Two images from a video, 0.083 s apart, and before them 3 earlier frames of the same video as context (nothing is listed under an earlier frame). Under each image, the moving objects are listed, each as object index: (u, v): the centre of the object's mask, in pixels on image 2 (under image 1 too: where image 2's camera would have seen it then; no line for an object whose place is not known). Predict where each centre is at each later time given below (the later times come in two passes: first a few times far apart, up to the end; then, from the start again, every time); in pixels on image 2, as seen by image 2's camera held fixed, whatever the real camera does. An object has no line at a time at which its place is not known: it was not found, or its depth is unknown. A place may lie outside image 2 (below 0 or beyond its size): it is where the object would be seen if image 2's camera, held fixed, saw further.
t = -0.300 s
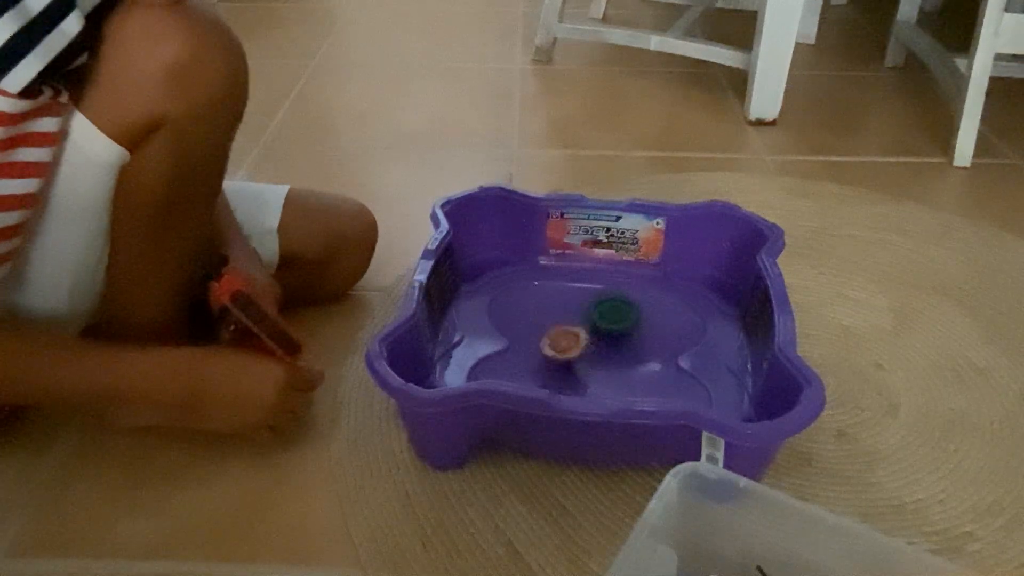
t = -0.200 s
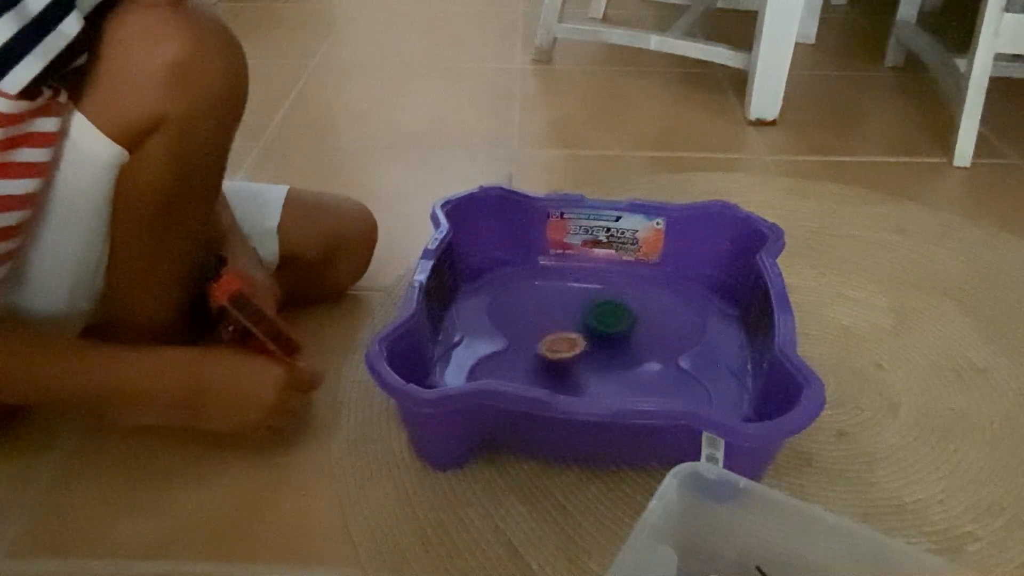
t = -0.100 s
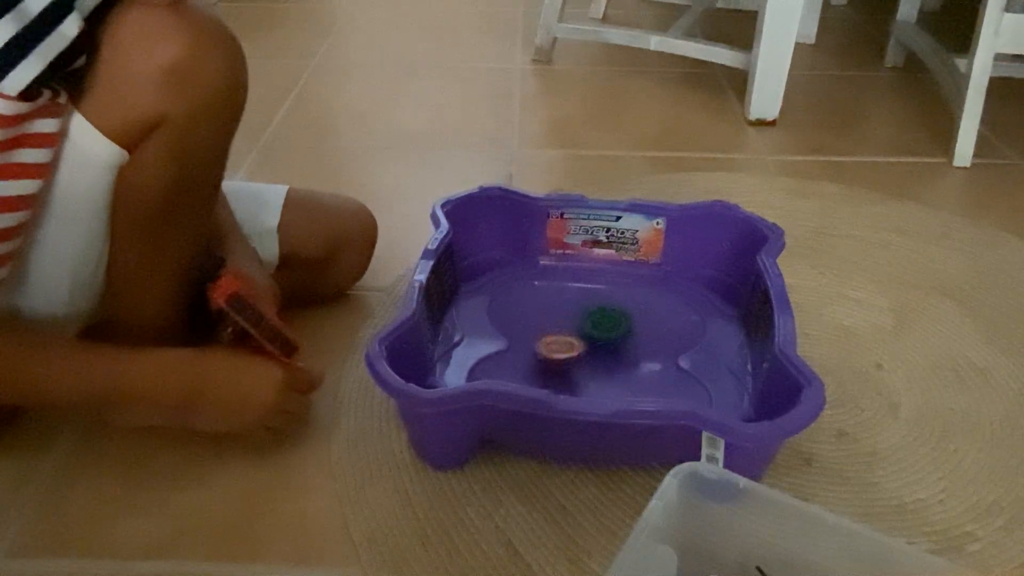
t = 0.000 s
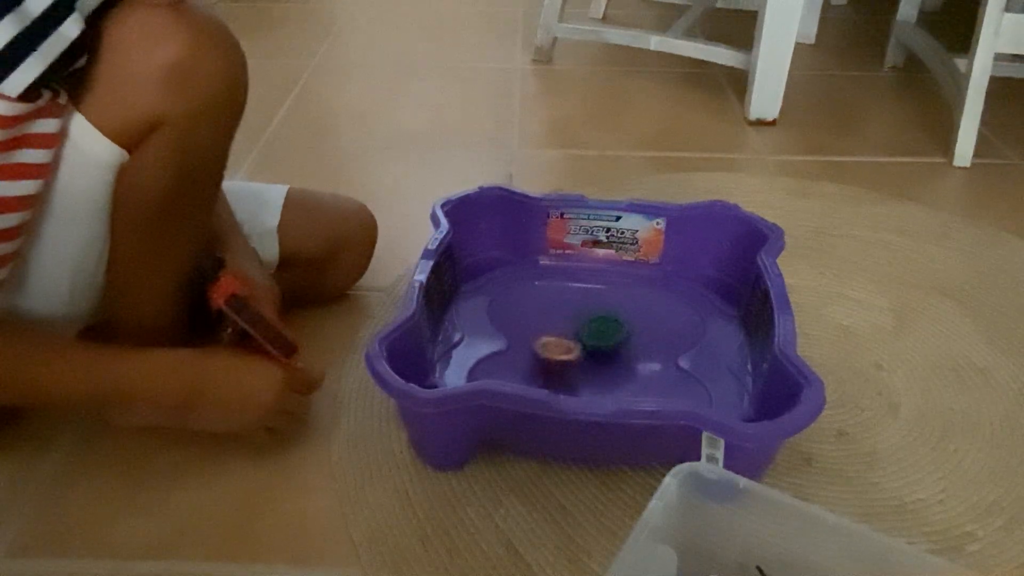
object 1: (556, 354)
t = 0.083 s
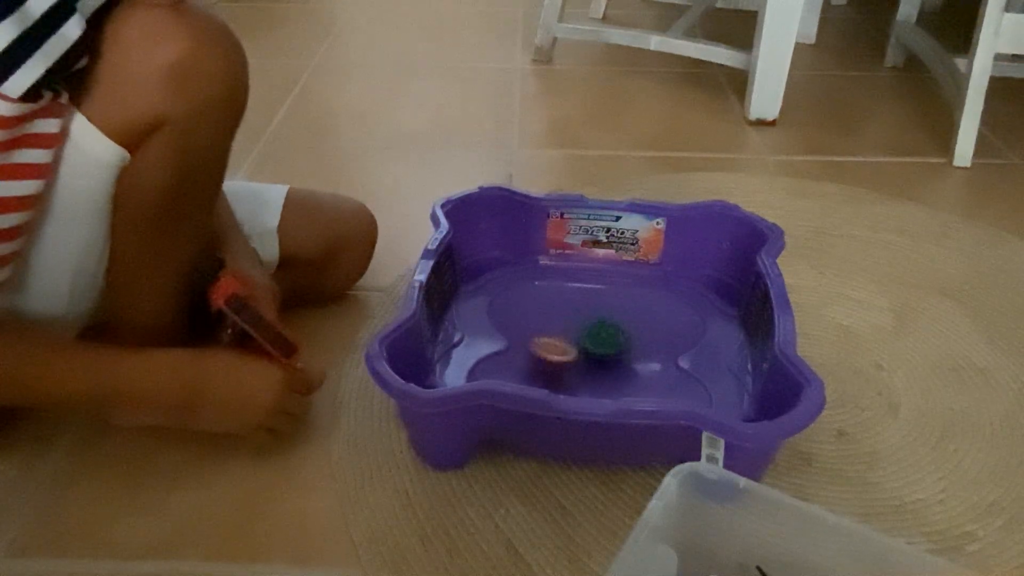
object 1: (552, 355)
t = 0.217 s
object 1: (546, 357)
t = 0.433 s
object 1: (547, 364)
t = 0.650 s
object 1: (546, 365)
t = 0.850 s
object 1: (545, 364)
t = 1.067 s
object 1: (549, 366)
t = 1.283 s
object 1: (552, 368)
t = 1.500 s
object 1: (543, 364)
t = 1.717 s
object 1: (546, 367)
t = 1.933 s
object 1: (549, 370)
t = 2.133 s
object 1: (553, 371)
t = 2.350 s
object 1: (559, 371)
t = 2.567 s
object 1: (559, 373)
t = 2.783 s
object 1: (563, 376)
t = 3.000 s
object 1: (572, 374)
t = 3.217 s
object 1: (577, 375)
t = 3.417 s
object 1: (570, 382)
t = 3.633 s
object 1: (566, 388)
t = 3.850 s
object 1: (559, 381)
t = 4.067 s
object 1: (553, 369)
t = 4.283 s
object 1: (549, 356)
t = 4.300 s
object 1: (548, 356)
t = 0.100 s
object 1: (549, 354)
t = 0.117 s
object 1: (549, 355)
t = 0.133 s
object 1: (548, 356)
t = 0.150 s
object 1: (548, 356)
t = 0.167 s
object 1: (548, 355)
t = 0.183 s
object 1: (550, 355)
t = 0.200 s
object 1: (550, 357)
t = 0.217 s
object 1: (546, 357)
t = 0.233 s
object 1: (550, 357)
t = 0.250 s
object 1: (551, 357)
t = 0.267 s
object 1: (551, 358)
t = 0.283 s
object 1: (550, 358)
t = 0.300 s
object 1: (549, 360)
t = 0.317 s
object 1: (549, 361)
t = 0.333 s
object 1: (549, 361)
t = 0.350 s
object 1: (550, 363)
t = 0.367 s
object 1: (549, 362)
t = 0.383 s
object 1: (550, 364)
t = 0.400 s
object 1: (549, 364)
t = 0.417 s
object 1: (547, 364)
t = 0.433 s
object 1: (547, 364)
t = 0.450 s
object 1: (545, 364)
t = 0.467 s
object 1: (546, 365)
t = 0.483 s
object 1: (546, 364)
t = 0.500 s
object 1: (545, 365)
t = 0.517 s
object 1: (540, 373)
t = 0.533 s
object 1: (547, 364)
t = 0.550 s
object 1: (547, 366)
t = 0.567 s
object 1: (547, 366)
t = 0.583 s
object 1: (548, 366)
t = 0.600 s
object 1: (549, 366)
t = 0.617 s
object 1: (548, 367)
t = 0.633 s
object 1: (540, 372)
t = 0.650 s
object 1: (546, 365)
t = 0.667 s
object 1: (544, 366)
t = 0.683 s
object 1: (543, 366)
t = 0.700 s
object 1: (544, 364)
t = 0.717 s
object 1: (543, 365)
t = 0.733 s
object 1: (543, 364)
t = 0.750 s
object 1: (543, 365)
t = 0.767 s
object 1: (543, 365)
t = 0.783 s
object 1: (542, 366)
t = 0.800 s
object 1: (542, 366)
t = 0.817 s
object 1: (544, 365)
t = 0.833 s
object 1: (545, 364)
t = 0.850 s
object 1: (545, 364)
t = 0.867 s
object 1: (547, 365)
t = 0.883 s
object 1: (546, 366)
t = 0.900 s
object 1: (547, 366)
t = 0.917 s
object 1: (547, 366)
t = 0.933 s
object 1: (546, 367)
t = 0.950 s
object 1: (548, 366)
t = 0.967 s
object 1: (548, 365)
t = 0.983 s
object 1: (544, 364)
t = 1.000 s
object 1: (548, 366)
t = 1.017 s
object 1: (549, 365)
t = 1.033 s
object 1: (548, 366)
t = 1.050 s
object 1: (549, 366)
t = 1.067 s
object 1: (549, 366)
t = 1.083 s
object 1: (549, 366)
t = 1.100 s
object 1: (550, 366)
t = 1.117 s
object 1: (550, 366)
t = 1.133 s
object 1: (550, 367)
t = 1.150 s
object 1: (549, 368)
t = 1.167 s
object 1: (550, 368)
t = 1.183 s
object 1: (550, 368)
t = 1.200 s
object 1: (551, 368)
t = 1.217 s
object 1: (539, 369)
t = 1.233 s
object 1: (543, 375)
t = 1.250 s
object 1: (540, 370)
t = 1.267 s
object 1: (545, 374)
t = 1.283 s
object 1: (552, 368)
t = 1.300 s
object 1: (542, 373)
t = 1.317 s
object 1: (546, 374)
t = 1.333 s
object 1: (547, 368)
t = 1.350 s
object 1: (549, 368)
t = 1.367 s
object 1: (539, 374)
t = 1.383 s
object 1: (545, 365)
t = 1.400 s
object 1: (541, 370)
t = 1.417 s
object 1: (541, 371)
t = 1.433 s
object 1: (540, 372)
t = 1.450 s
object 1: (542, 364)
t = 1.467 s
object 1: (542, 365)
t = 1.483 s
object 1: (540, 374)
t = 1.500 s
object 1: (543, 364)
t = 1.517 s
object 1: (544, 363)
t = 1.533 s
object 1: (546, 365)
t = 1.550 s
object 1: (545, 364)
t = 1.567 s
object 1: (544, 366)
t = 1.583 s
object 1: (546, 364)
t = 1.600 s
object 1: (545, 366)
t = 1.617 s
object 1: (547, 365)
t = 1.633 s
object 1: (547, 365)
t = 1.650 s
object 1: (547, 366)
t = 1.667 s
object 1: (546, 367)
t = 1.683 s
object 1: (548, 367)
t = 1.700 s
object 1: (547, 367)
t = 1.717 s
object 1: (546, 367)
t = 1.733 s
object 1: (547, 367)
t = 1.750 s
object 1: (548, 367)
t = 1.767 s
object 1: (546, 368)
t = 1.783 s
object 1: (547, 368)
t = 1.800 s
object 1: (546, 368)
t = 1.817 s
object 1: (547, 367)
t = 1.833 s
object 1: (546, 368)
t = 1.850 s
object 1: (547, 368)
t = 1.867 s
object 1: (547, 369)
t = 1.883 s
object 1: (549, 368)
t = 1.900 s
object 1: (549, 369)
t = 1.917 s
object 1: (549, 369)
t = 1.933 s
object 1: (549, 370)
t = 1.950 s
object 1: (549, 369)
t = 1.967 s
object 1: (549, 370)
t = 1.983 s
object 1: (549, 370)
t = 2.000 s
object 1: (550, 371)
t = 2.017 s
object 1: (550, 370)
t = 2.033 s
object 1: (550, 371)
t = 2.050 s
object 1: (549, 371)
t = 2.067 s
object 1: (551, 372)
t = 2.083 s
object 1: (551, 371)
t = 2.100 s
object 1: (553, 371)
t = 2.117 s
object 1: (551, 371)
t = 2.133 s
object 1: (553, 371)
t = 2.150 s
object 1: (554, 371)
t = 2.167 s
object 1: (554, 371)
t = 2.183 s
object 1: (554, 371)
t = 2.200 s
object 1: (553, 370)
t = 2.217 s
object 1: (554, 371)
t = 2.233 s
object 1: (554, 371)
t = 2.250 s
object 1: (556, 371)
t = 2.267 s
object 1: (555, 371)
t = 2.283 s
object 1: (557, 371)
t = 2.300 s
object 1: (557, 371)
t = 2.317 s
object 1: (554, 372)
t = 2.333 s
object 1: (557, 371)
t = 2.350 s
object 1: (559, 371)
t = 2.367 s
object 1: (559, 371)
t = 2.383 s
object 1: (560, 371)
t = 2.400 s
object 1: (560, 372)
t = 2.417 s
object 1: (557, 373)
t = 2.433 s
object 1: (562, 372)
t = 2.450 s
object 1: (561, 372)
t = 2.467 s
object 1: (561, 372)
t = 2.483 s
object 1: (561, 372)
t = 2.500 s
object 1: (561, 372)
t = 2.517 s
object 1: (562, 372)
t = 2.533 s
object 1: (562, 373)
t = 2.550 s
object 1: (563, 372)
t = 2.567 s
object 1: (559, 373)
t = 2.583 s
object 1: (563, 372)
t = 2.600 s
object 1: (563, 372)
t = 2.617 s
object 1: (563, 372)
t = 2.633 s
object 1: (559, 374)
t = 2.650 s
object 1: (564, 372)
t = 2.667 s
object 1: (561, 374)
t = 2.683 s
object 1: (564, 373)
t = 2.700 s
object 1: (562, 376)
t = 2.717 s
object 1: (565, 372)
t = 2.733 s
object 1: (565, 373)
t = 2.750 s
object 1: (564, 374)
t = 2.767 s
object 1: (566, 373)
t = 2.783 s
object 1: (563, 376)
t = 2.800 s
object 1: (563, 377)
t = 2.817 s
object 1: (564, 376)
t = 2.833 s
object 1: (567, 374)
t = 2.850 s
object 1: (568, 374)
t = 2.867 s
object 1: (569, 374)
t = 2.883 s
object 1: (567, 374)
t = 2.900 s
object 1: (570, 373)
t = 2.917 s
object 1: (567, 376)
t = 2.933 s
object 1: (569, 374)
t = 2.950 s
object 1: (567, 376)
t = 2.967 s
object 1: (568, 374)
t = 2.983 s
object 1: (569, 375)
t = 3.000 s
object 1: (572, 374)
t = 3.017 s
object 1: (572, 373)
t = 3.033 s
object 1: (570, 374)
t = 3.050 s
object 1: (573, 374)
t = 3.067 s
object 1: (574, 374)
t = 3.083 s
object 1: (574, 373)
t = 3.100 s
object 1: (576, 373)
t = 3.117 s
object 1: (576, 377)
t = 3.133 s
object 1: (573, 375)
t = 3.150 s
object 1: (575, 374)
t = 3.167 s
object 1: (576, 375)
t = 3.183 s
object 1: (576, 375)
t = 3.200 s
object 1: (577, 375)
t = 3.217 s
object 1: (577, 375)
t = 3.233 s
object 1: (576, 375)
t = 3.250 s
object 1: (581, 377)
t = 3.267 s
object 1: (577, 377)
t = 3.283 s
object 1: (576, 375)
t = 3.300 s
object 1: (577, 374)
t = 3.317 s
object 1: (576, 374)
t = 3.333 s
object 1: (578, 374)
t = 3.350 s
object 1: (574, 376)
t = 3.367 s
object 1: (574, 377)
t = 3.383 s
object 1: (573, 380)
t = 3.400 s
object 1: (566, 381)
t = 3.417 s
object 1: (570, 382)
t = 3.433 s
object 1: (568, 383)
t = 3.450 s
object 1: (574, 383)
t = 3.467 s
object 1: (578, 382)
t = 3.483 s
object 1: (564, 387)
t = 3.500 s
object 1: (573, 384)
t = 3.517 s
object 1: (564, 388)
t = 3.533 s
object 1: (579, 383)
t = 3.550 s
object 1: (573, 389)
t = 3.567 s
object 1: (571, 387)
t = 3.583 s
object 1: (568, 389)
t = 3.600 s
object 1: (569, 390)
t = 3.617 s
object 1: (568, 389)
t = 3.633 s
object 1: (566, 388)
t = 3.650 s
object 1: (564, 389)
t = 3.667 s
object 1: (563, 387)
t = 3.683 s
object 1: (560, 387)
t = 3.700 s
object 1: (561, 388)
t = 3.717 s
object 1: (557, 384)
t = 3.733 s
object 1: (559, 383)
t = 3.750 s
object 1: (559, 387)
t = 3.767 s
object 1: (561, 384)
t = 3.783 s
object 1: (556, 385)
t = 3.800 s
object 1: (556, 385)
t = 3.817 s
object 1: (555, 384)
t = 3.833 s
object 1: (558, 380)
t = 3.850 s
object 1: (559, 381)
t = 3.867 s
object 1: (556, 383)
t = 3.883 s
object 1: (559, 383)
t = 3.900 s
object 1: (560, 378)
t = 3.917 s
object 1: (558, 381)
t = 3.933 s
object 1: (557, 376)
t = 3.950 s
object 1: (557, 376)
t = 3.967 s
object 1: (555, 375)
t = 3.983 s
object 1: (554, 373)
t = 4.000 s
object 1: (555, 371)
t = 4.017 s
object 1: (554, 368)
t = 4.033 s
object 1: (553, 369)
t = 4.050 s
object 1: (551, 368)
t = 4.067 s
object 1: (553, 369)
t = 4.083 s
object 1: (559, 365)
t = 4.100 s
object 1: (551, 354)
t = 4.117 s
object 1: (555, 355)
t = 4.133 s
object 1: (546, 357)
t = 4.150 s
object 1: (545, 355)
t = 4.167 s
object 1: (547, 350)
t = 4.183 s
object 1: (546, 349)
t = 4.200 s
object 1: (546, 349)
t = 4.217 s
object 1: (548, 350)
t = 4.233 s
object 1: (548, 350)
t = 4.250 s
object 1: (546, 350)
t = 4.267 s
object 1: (545, 355)
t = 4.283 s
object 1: (549, 356)
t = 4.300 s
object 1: (548, 356)
